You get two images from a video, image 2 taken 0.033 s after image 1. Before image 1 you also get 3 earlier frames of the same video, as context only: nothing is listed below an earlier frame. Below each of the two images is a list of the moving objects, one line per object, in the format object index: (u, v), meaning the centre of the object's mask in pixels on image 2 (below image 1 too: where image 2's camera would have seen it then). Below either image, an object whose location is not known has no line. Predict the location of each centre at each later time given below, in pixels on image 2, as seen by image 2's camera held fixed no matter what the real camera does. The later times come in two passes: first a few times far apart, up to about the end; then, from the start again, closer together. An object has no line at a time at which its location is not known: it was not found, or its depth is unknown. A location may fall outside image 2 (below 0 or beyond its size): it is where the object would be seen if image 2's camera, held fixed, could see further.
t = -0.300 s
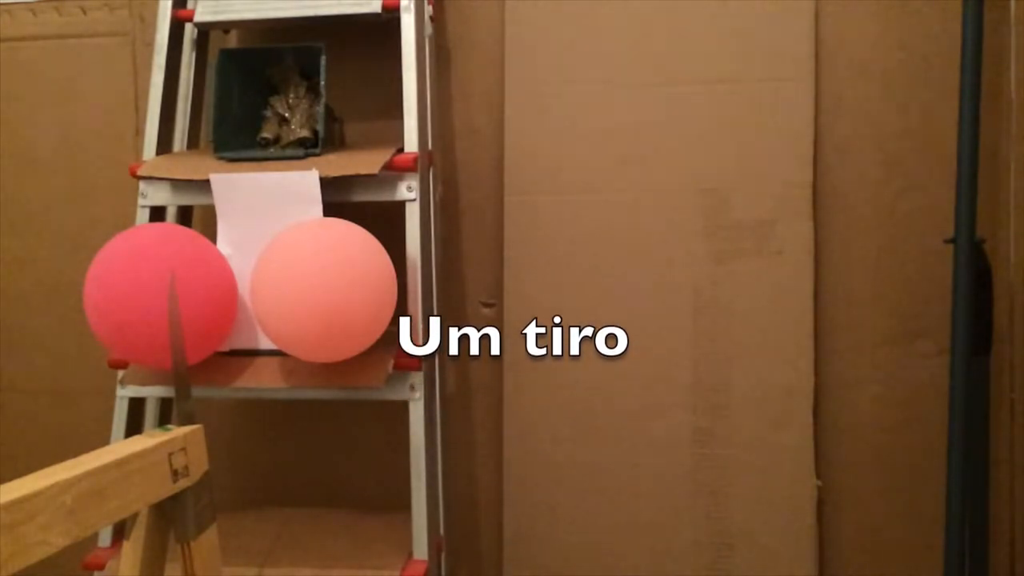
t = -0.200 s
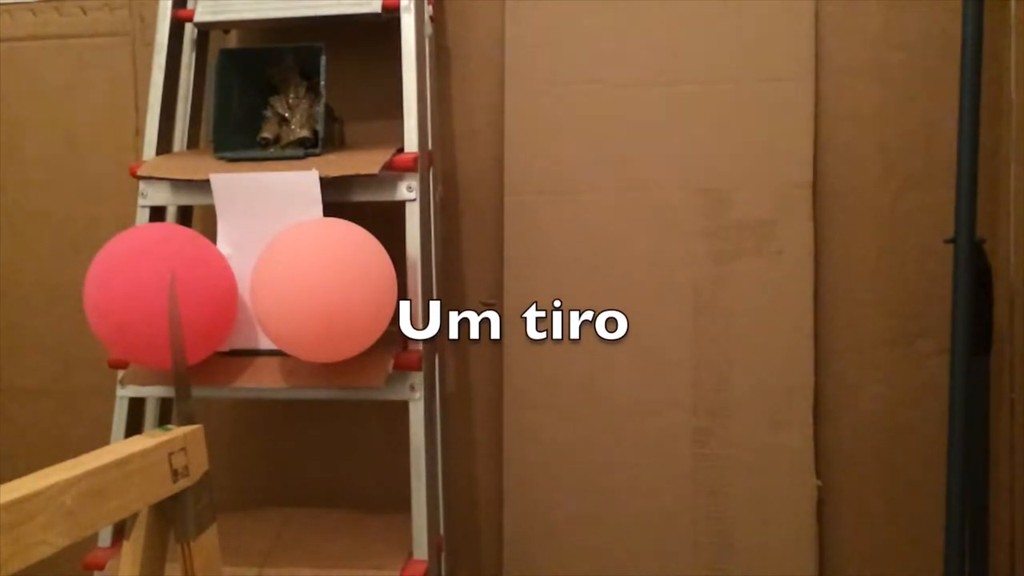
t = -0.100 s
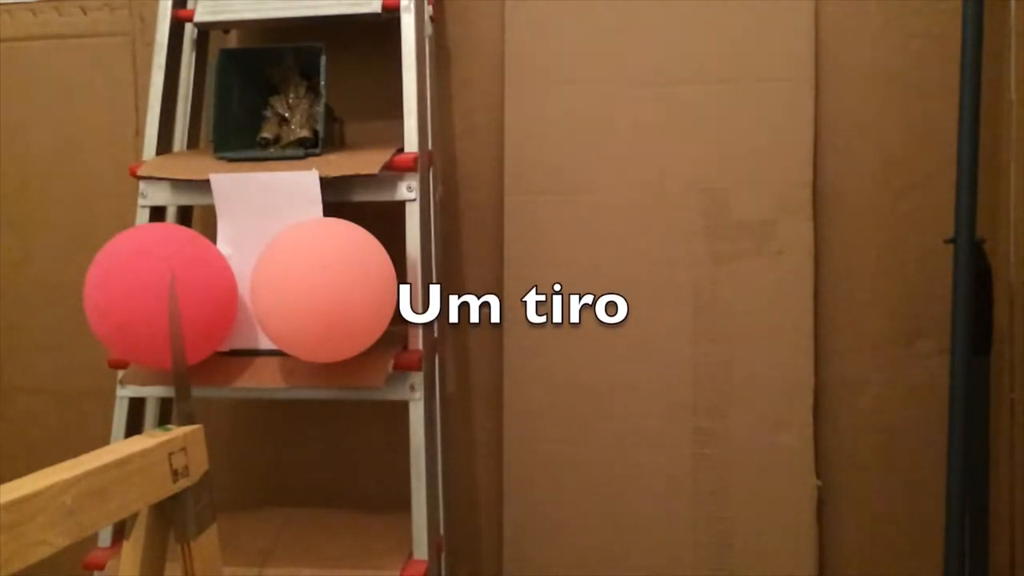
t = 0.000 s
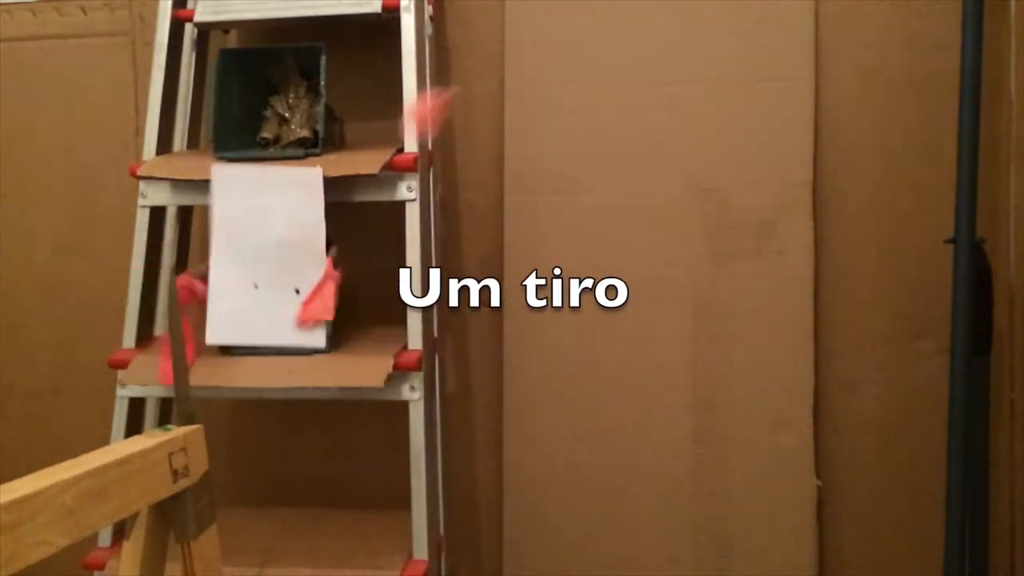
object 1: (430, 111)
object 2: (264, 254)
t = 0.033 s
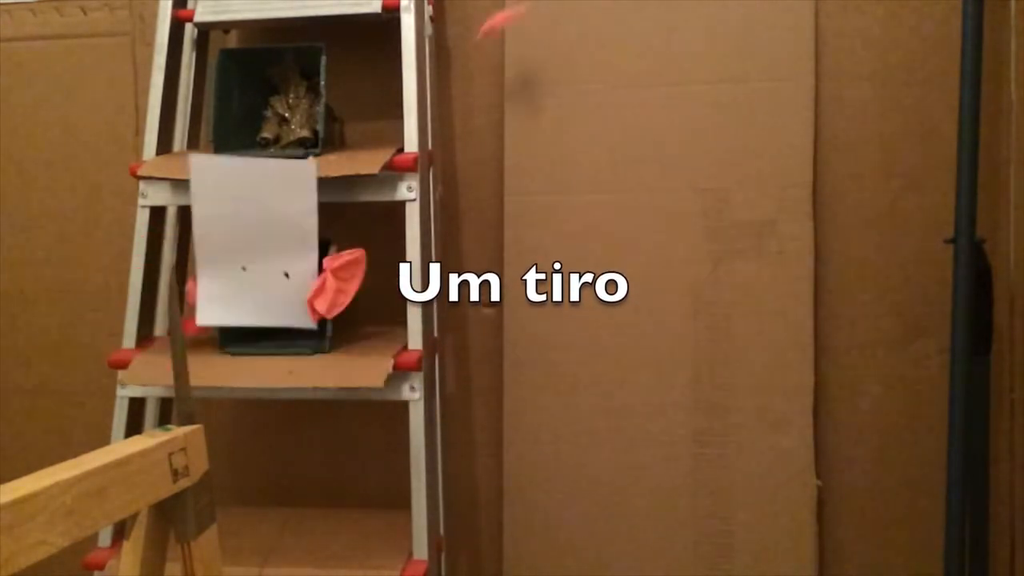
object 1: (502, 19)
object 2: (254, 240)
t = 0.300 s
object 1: (514, 103)
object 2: (213, 286)
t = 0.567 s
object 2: (152, 402)
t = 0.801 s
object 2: (85, 556)
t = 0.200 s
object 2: (223, 259)
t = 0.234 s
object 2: (221, 262)
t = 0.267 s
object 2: (218, 268)
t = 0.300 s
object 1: (514, 103)
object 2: (213, 286)
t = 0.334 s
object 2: (207, 313)
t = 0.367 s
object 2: (190, 334)
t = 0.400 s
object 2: (170, 351)
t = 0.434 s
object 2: (160, 366)
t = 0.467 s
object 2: (163, 381)
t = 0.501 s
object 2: (189, 382)
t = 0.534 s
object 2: (157, 403)
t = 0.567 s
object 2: (152, 402)
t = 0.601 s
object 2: (144, 402)
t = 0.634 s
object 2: (121, 411)
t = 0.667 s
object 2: (113, 419)
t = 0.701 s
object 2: (86, 556)
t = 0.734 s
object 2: (85, 556)
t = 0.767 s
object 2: (85, 556)
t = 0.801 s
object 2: (85, 556)
